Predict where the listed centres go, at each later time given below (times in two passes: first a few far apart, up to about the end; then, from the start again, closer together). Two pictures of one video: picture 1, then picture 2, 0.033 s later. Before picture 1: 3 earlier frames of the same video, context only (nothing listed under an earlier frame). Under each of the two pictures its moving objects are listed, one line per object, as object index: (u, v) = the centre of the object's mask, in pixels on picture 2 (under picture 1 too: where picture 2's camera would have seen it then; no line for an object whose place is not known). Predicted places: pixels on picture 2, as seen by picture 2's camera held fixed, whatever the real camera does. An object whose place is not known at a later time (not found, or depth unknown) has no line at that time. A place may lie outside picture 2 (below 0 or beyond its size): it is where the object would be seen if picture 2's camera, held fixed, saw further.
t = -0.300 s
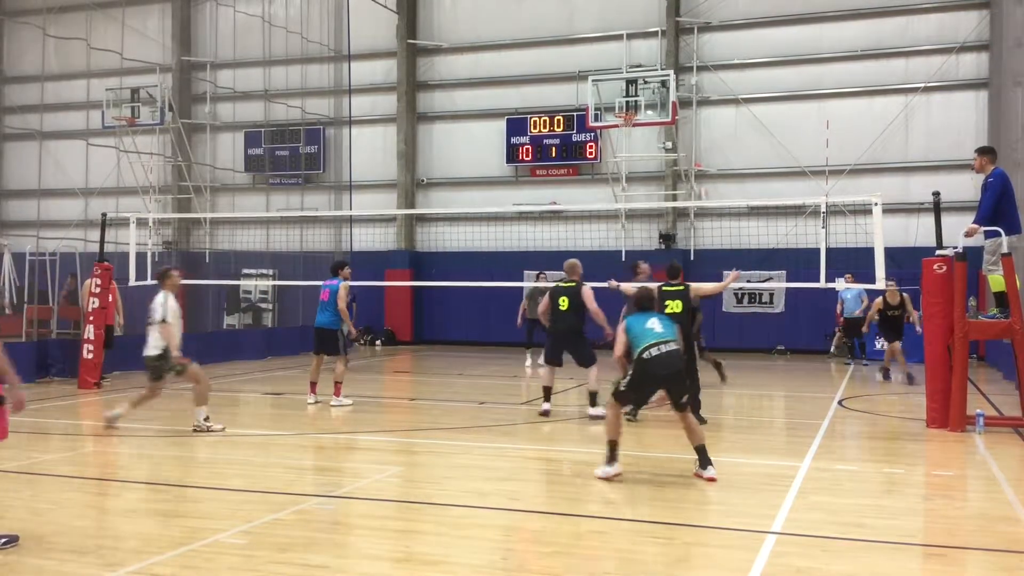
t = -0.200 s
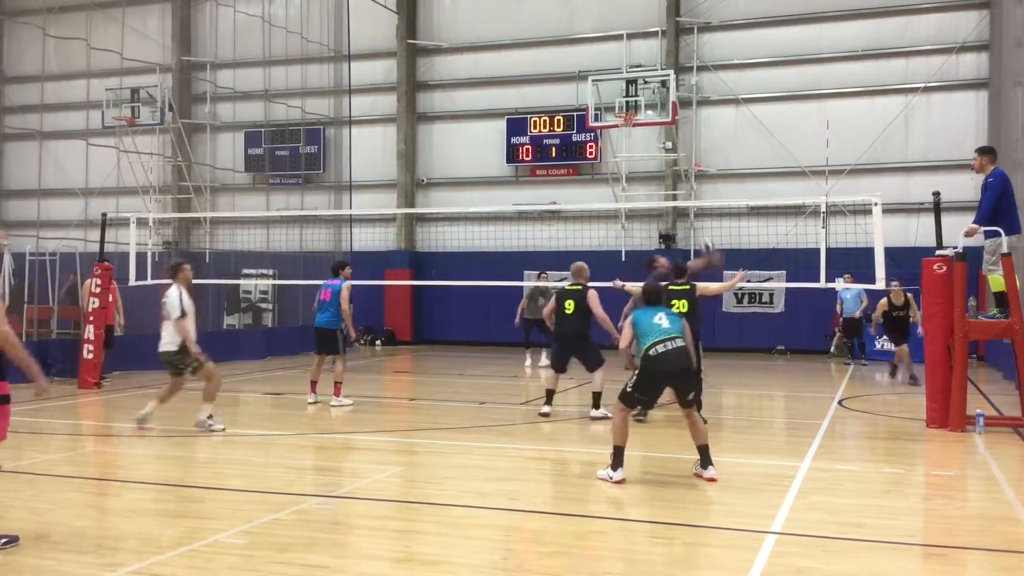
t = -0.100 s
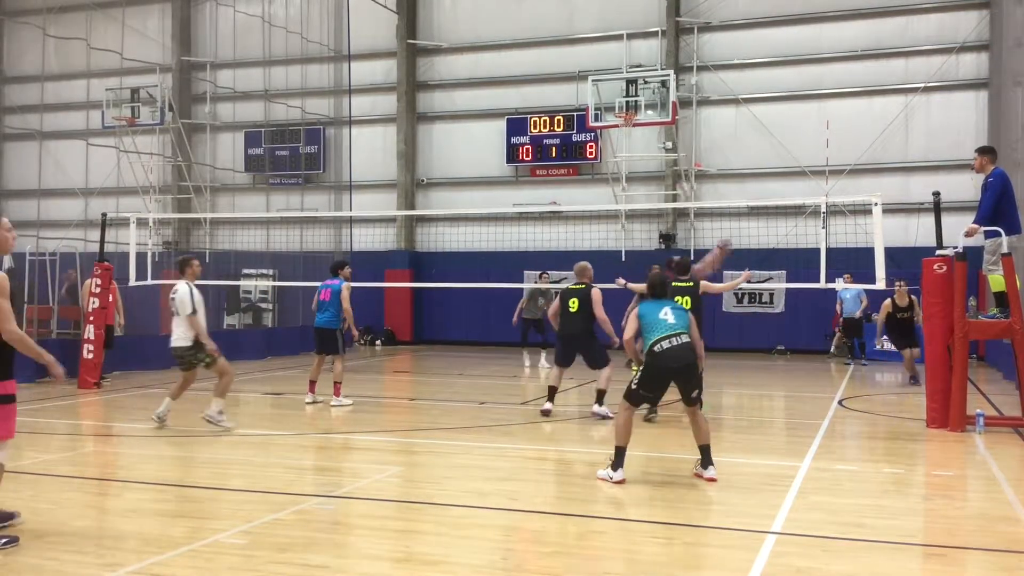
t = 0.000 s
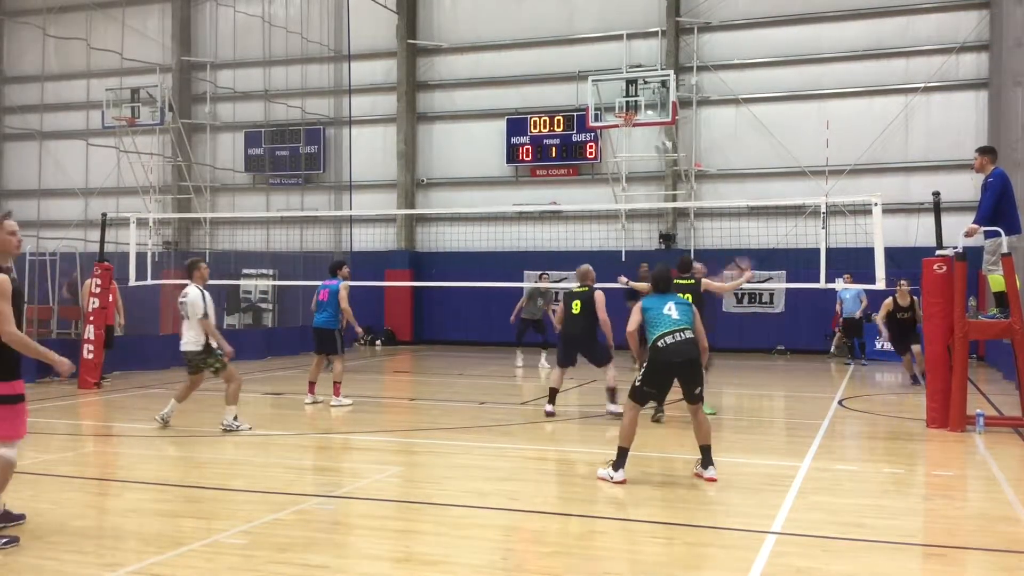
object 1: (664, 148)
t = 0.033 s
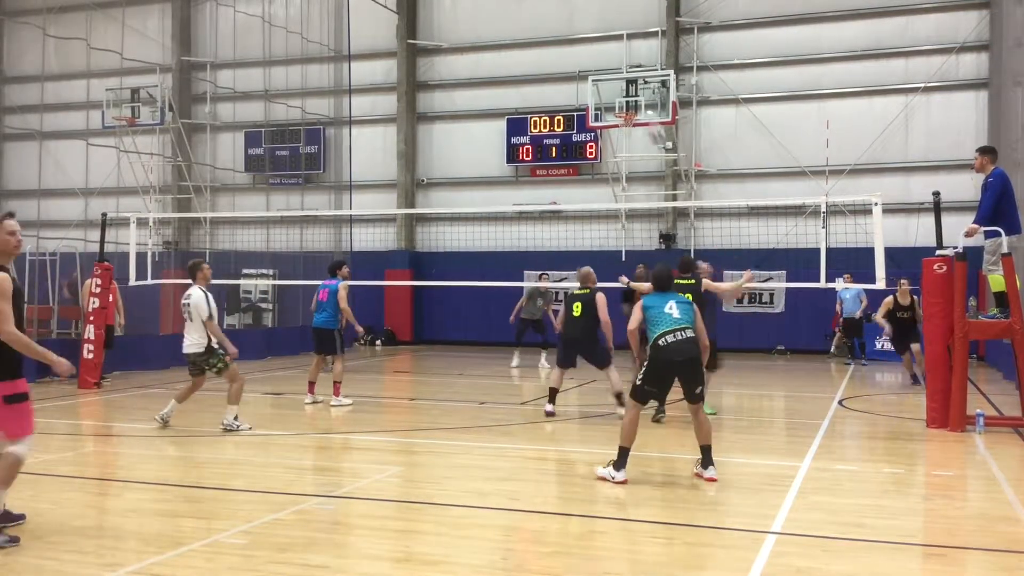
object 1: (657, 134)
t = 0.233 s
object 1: (613, 69)
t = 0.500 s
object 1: (558, 38)
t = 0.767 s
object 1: (503, 65)
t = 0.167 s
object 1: (629, 89)
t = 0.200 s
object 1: (621, 79)
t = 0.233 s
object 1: (613, 69)
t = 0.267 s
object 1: (606, 65)
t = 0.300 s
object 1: (601, 59)
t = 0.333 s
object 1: (593, 51)
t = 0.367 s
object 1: (584, 46)
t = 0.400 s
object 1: (579, 43)
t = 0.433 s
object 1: (572, 40)
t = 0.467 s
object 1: (564, 38)
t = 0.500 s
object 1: (558, 38)
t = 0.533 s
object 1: (551, 37)
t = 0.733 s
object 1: (511, 56)
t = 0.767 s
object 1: (503, 65)
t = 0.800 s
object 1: (497, 70)
